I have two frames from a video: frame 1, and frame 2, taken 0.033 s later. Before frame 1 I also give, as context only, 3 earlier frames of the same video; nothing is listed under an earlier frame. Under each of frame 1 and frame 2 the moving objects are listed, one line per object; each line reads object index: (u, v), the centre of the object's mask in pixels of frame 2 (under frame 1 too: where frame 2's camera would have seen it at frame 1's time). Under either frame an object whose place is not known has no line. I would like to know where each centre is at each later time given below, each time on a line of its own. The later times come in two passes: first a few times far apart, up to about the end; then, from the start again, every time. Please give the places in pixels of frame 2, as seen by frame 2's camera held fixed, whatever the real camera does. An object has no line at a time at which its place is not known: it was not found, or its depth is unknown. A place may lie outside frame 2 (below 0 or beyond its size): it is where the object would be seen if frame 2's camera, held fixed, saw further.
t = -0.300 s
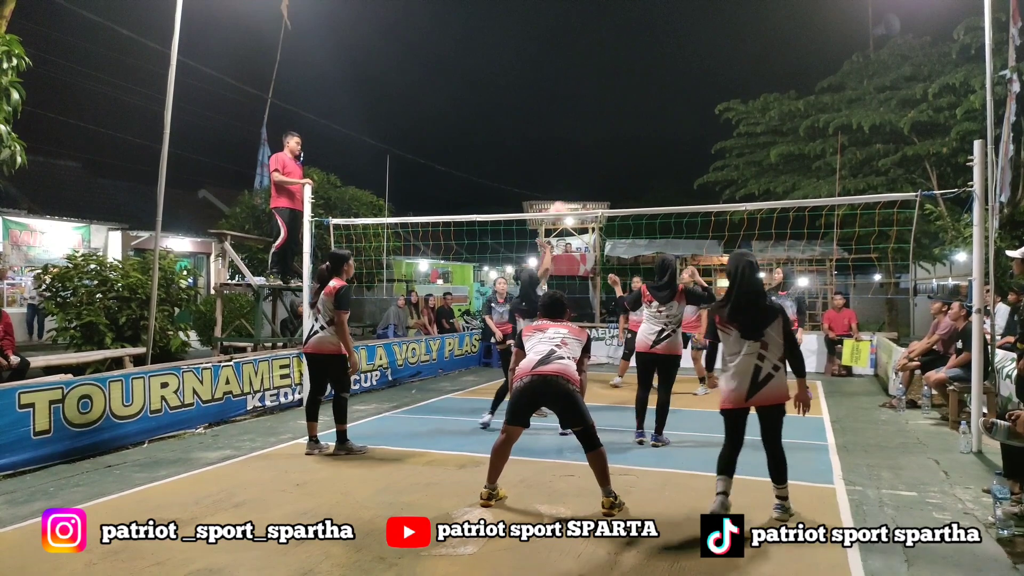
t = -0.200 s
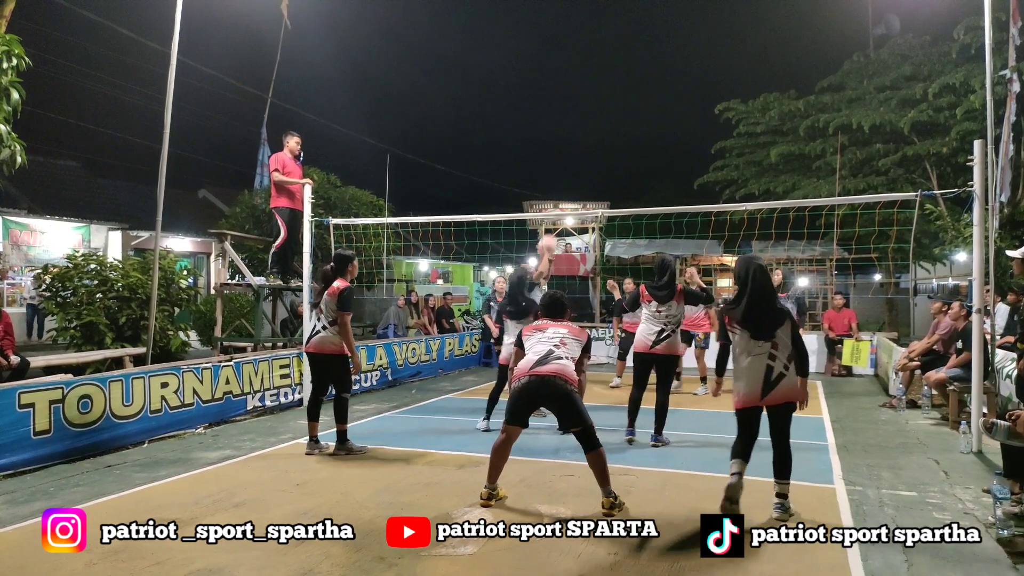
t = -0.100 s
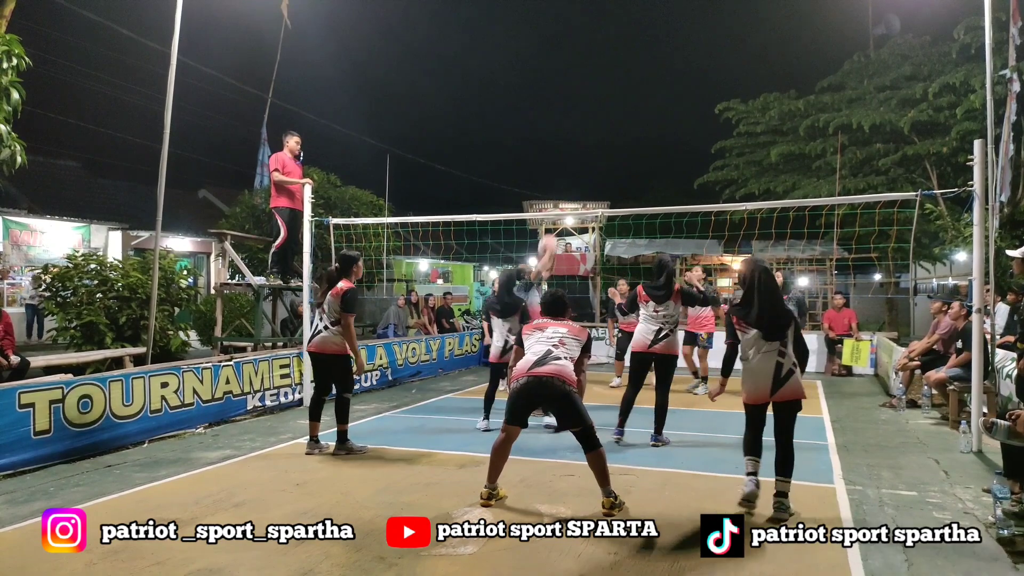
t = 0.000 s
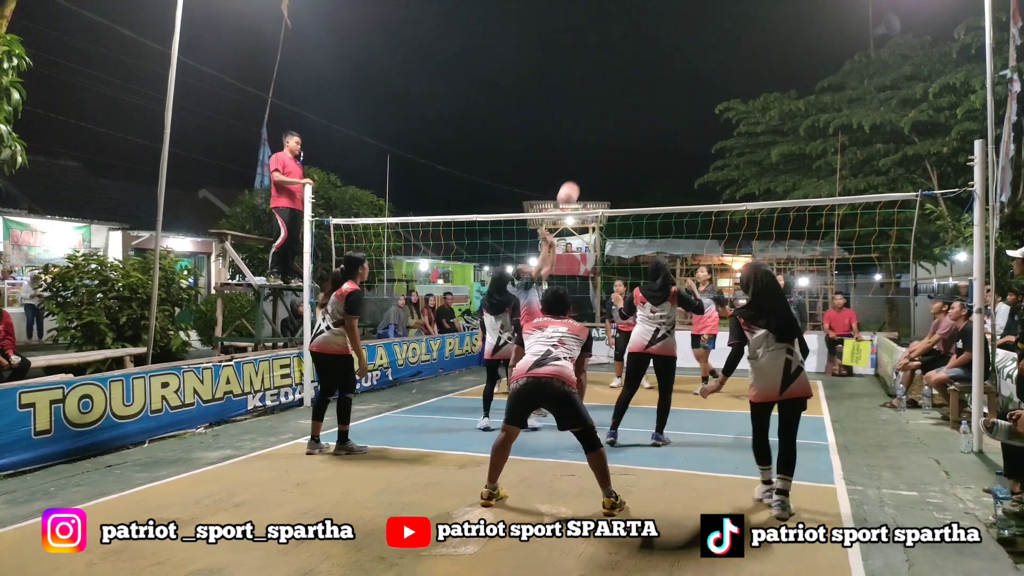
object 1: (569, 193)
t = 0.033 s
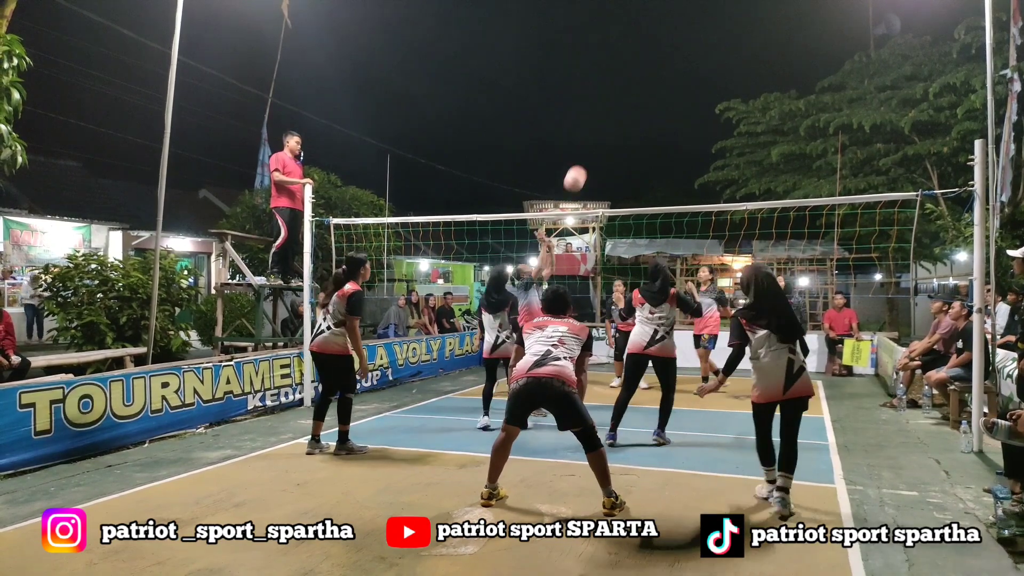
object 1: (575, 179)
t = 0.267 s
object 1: (624, 96)
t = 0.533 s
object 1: (683, 67)
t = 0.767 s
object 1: (734, 96)
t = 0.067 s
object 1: (582, 164)
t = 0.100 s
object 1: (589, 150)
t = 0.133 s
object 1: (596, 137)
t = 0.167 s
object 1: (603, 125)
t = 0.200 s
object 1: (610, 115)
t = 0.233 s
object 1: (617, 105)
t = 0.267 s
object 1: (624, 96)
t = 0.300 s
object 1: (632, 89)
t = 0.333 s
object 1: (639, 83)
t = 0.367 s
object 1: (646, 77)
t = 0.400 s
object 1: (653, 73)
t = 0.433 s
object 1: (661, 70)
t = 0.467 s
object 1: (668, 68)
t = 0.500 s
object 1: (675, 67)
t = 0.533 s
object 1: (683, 67)
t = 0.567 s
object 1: (690, 67)
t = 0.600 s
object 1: (697, 69)
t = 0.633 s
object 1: (705, 73)
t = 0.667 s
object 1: (712, 77)
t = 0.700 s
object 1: (720, 82)
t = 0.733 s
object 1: (727, 89)
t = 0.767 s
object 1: (734, 96)
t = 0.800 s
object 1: (741, 105)
